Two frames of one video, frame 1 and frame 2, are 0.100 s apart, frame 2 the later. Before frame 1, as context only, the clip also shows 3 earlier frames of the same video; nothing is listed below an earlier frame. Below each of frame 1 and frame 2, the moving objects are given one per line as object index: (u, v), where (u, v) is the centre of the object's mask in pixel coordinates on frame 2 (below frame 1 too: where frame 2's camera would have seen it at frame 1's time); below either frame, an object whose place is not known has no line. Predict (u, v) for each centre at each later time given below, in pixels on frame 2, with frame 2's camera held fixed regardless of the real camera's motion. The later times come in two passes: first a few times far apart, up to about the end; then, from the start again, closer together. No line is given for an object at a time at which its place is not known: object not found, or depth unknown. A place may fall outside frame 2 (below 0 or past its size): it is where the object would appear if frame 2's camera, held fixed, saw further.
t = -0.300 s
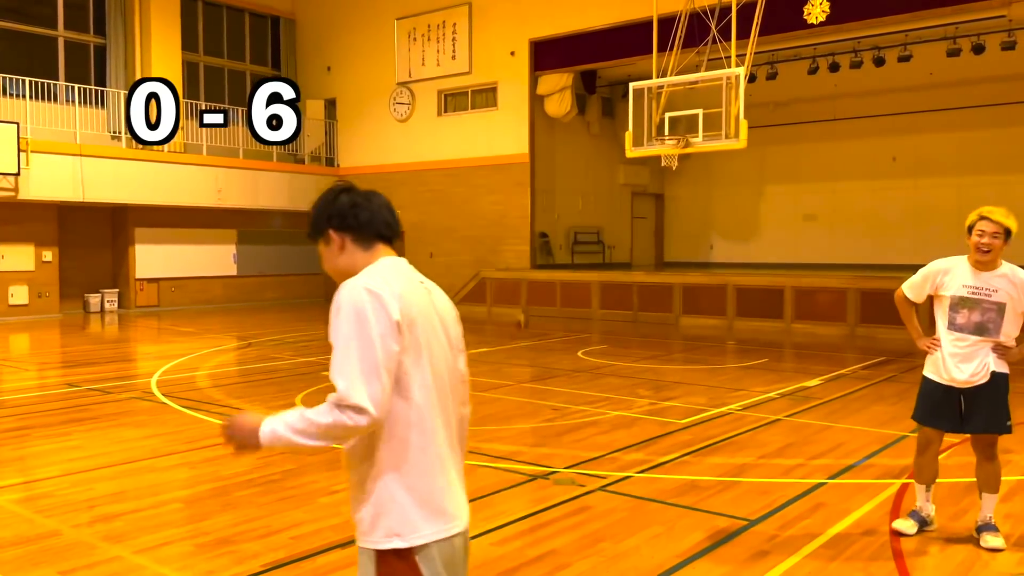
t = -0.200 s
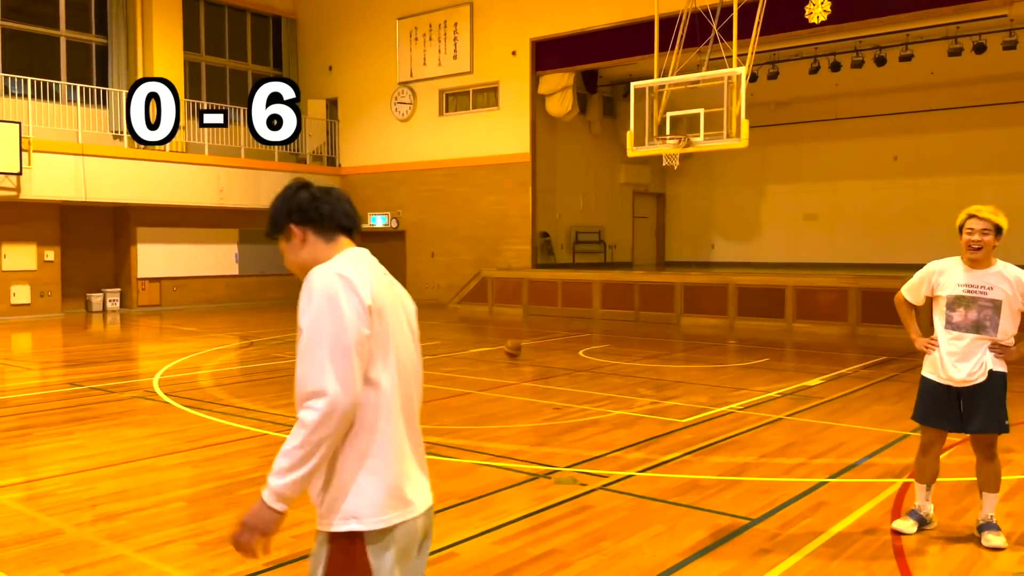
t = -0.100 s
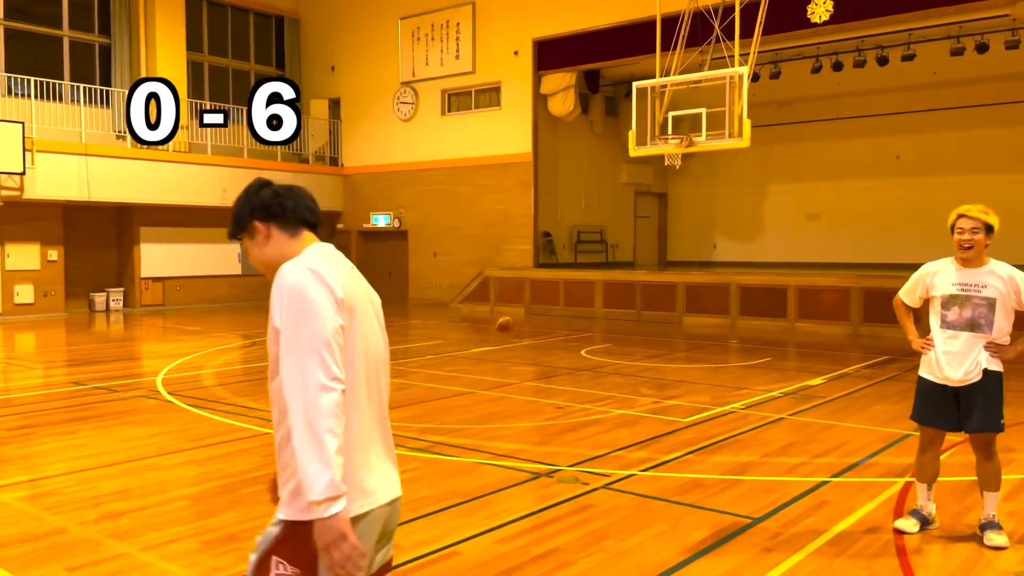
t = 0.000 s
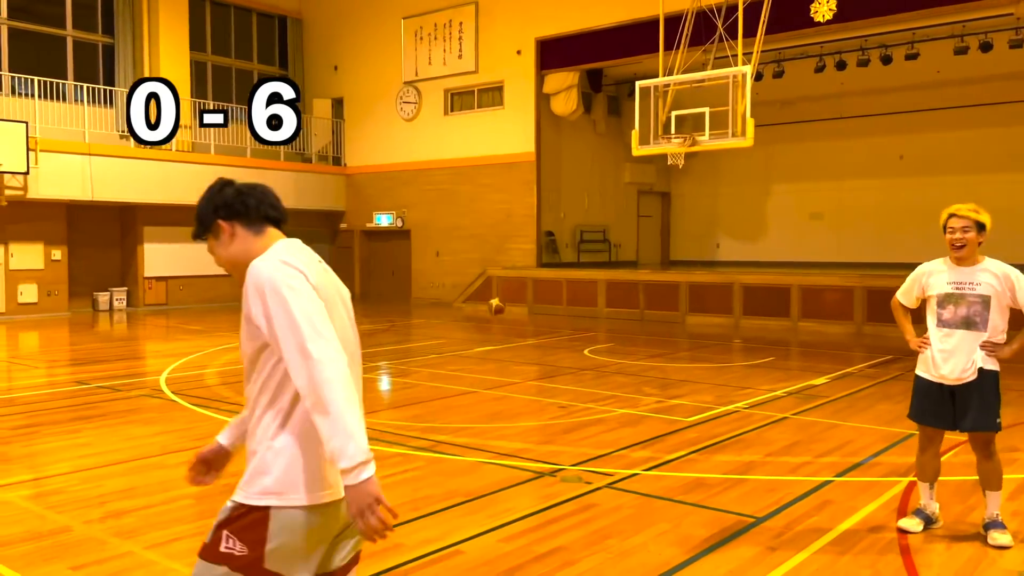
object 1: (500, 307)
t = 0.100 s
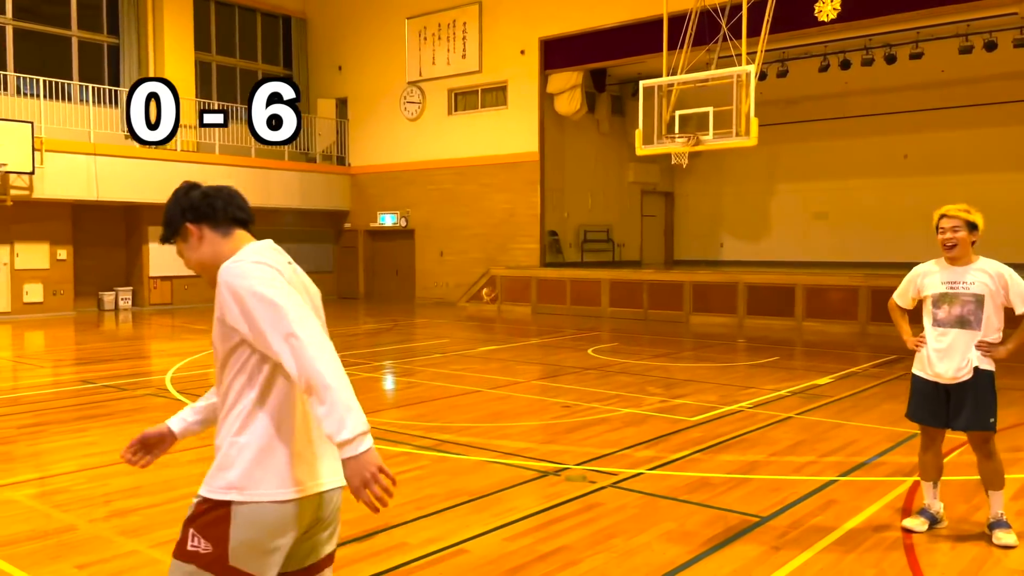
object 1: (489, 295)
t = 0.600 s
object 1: (434, 357)
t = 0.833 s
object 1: (409, 324)
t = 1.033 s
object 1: (388, 326)
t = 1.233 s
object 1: (364, 362)
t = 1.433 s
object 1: (342, 342)
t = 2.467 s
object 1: (213, 375)
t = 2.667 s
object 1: (186, 371)
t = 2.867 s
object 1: (159, 375)
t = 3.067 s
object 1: (131, 379)
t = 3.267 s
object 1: (102, 384)
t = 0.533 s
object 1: (442, 337)
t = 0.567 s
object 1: (438, 346)
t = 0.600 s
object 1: (434, 357)
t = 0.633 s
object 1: (431, 351)
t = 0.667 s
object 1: (428, 345)
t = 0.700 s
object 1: (424, 339)
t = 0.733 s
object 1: (420, 334)
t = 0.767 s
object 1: (417, 330)
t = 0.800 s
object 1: (413, 327)
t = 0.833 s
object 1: (409, 324)
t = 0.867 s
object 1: (406, 322)
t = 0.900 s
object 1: (403, 321)
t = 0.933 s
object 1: (399, 322)
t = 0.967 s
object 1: (395, 322)
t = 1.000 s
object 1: (391, 324)
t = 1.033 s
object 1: (388, 326)
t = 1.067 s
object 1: (385, 330)
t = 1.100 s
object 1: (380, 335)
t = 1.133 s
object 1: (377, 339)
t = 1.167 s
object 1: (373, 346)
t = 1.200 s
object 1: (368, 354)
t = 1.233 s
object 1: (364, 362)
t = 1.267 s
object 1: (361, 360)
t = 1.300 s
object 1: (357, 354)
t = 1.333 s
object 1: (353, 350)
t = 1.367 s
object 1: (350, 346)
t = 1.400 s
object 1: (346, 344)
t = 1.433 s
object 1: (342, 342)
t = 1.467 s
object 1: (339, 341)
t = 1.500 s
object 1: (335, 341)
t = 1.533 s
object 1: (332, 342)
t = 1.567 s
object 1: (328, 344)
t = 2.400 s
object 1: (222, 367)
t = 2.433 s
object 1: (217, 371)
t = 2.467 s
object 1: (213, 375)
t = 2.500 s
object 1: (208, 374)
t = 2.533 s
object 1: (204, 371)
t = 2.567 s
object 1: (200, 370)
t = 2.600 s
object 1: (195, 369)
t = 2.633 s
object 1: (191, 370)
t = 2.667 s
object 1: (186, 371)
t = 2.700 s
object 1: (182, 374)
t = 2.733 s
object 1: (177, 377)
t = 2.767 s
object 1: (173, 377)
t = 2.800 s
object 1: (168, 375)
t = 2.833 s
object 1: (164, 375)
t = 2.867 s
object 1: (159, 375)
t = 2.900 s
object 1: (155, 376)
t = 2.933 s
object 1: (150, 378)
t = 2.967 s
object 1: (145, 381)
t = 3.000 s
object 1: (140, 379)
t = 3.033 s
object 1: (136, 378)
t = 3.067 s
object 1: (131, 379)
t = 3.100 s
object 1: (126, 380)
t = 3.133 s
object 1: (122, 384)
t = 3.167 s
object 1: (117, 383)
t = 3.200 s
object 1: (112, 382)
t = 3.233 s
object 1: (107, 382)
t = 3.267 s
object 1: (102, 384)
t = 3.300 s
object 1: (98, 385)
